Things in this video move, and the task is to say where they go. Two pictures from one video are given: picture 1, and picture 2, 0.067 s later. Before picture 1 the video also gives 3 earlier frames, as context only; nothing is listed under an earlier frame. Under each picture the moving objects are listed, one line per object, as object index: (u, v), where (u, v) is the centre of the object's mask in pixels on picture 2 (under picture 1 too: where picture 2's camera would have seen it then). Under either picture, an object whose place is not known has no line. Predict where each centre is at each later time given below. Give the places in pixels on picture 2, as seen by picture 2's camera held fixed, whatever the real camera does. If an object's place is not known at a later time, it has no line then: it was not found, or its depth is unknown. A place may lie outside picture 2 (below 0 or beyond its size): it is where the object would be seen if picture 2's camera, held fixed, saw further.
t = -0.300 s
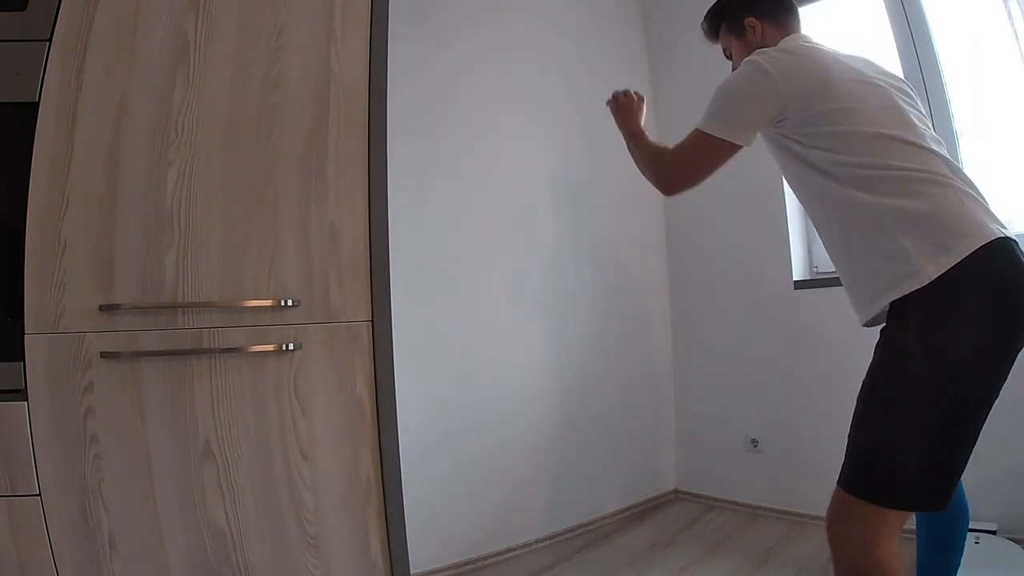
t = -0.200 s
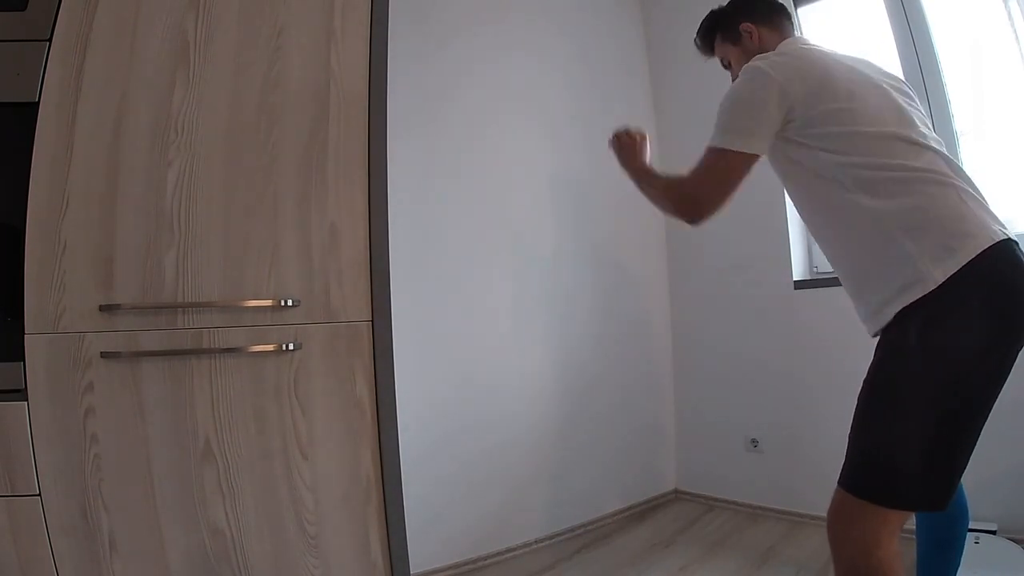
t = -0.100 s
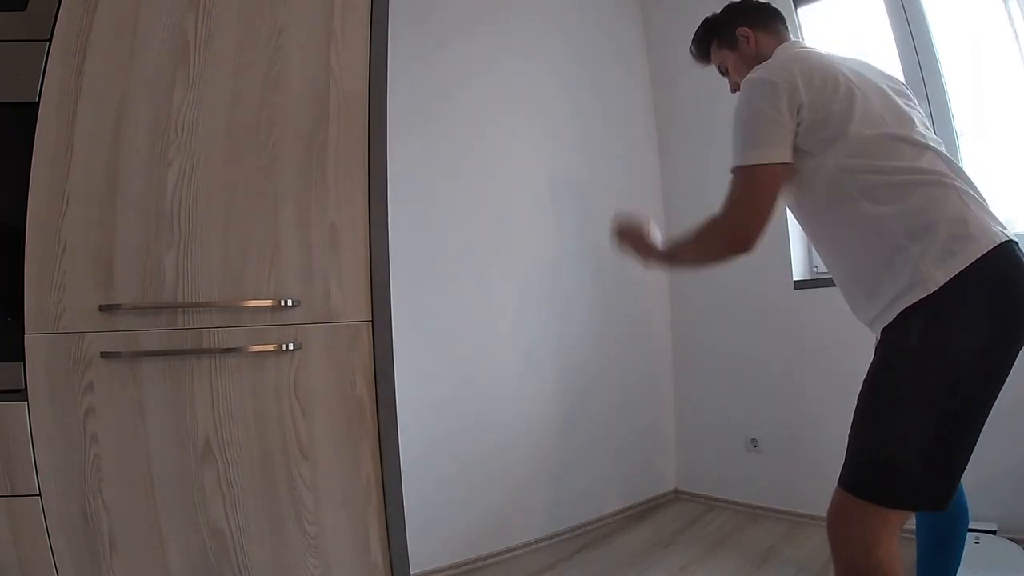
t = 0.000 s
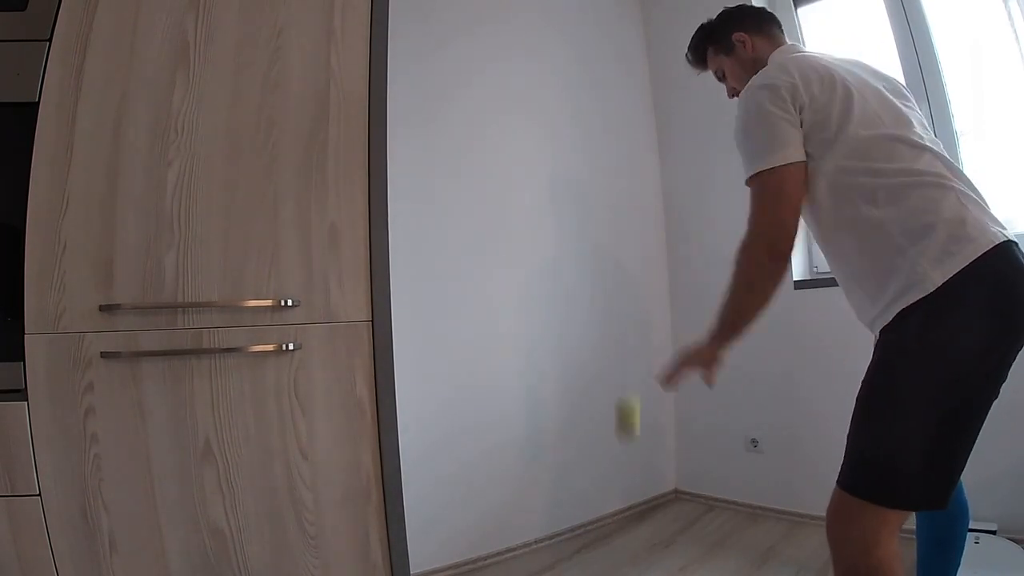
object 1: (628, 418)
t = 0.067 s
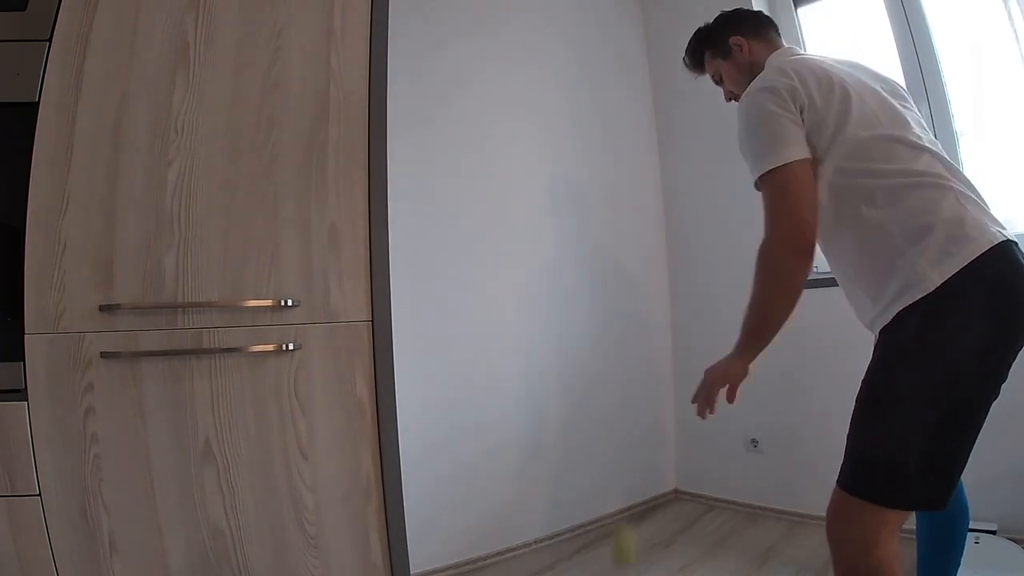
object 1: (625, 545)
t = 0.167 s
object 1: (617, 530)
